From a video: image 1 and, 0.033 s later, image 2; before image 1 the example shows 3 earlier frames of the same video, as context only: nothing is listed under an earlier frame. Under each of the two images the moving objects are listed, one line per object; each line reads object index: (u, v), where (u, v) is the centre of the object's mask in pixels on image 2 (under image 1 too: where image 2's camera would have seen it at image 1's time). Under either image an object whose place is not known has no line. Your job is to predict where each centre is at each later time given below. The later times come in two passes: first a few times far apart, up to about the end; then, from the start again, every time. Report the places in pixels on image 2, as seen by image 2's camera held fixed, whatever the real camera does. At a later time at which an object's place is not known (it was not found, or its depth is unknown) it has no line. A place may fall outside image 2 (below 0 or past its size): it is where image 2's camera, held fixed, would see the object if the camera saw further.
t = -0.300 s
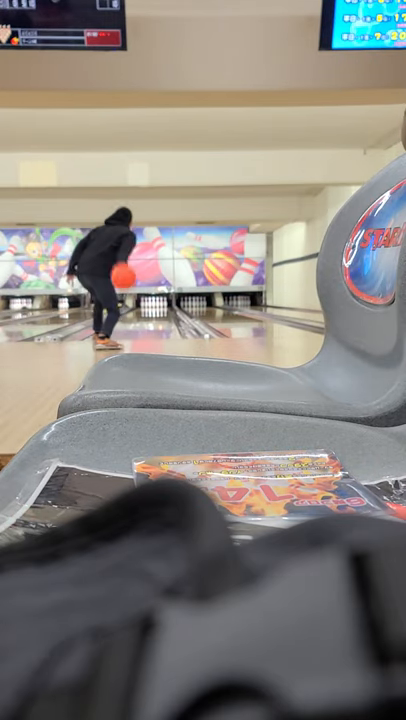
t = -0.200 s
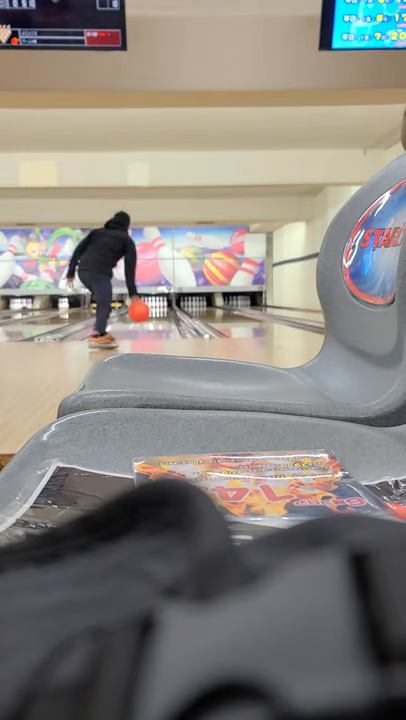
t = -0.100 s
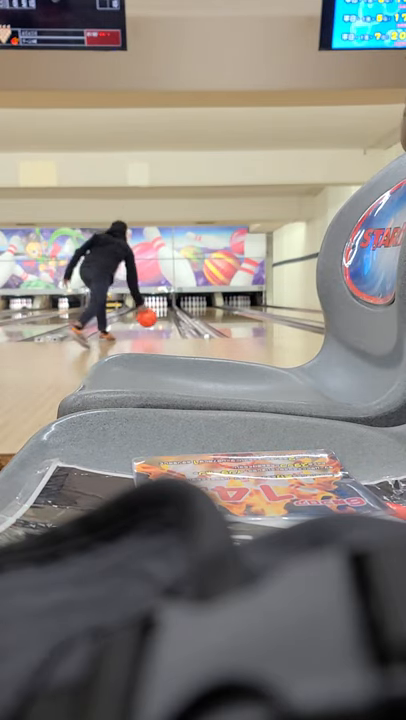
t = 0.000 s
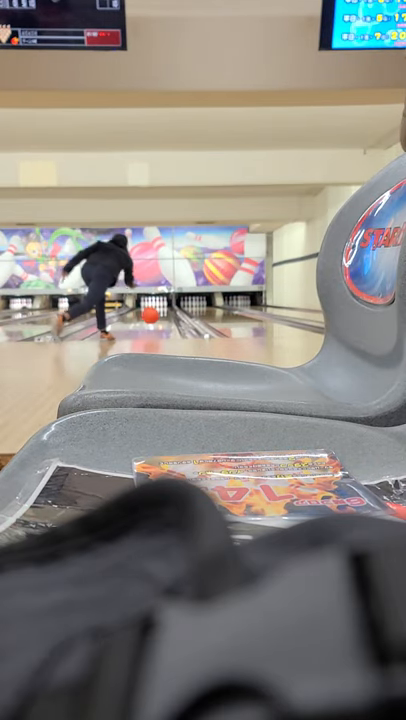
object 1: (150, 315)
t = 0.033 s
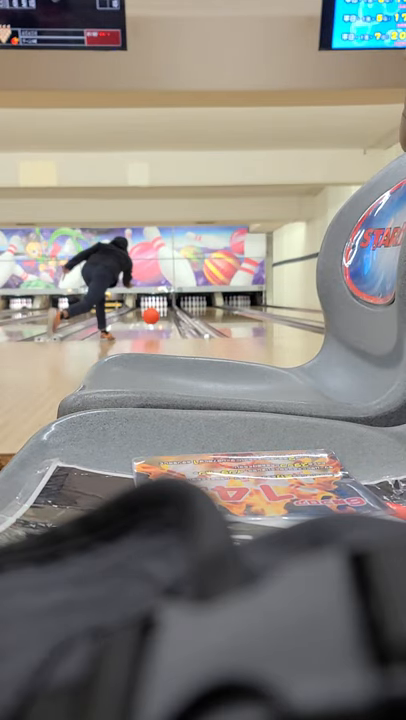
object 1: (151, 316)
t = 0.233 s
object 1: (155, 319)
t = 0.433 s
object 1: (158, 315)
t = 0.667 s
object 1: (160, 313)
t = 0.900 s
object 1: (161, 311)
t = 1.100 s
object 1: (162, 309)
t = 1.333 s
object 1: (163, 307)
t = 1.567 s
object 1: (163, 306)
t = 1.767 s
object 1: (164, 306)
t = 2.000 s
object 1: (164, 305)
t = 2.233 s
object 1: (164, 304)
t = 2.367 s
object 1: (169, 304)
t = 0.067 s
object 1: (151, 317)
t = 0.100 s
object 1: (152, 320)
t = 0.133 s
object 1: (153, 320)
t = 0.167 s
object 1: (153, 319)
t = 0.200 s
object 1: (154, 319)
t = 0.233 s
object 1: (155, 319)
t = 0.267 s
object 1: (156, 318)
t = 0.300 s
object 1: (157, 317)
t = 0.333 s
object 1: (157, 317)
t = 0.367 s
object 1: (157, 316)
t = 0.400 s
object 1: (158, 315)
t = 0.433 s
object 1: (158, 315)
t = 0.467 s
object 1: (159, 315)
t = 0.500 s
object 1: (159, 315)
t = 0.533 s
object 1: (159, 315)
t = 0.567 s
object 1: (159, 315)
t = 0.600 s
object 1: (160, 313)
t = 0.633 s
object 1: (160, 313)
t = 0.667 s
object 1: (160, 313)
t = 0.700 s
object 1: (160, 312)
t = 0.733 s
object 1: (160, 312)
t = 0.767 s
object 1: (160, 312)
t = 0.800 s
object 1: (160, 312)
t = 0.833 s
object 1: (160, 311)
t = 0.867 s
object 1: (160, 311)
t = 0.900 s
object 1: (161, 311)
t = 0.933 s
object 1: (161, 311)
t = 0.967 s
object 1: (161, 310)
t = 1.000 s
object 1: (161, 310)
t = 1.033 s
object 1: (161, 310)
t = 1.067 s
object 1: (162, 310)
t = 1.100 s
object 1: (162, 309)
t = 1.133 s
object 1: (162, 309)
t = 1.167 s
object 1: (162, 309)
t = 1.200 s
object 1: (162, 309)
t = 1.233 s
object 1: (162, 308)
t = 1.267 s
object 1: (162, 308)
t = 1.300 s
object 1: (162, 308)
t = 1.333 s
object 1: (163, 307)
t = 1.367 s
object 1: (163, 307)
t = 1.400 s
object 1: (163, 307)
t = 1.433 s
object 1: (163, 307)
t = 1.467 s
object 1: (163, 307)
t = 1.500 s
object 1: (163, 307)
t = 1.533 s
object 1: (163, 306)
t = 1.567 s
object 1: (163, 306)
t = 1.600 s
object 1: (163, 306)
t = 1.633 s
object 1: (163, 306)
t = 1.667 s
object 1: (163, 306)
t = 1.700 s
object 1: (164, 306)
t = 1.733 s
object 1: (164, 306)
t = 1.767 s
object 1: (164, 306)
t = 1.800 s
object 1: (164, 306)
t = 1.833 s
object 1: (164, 306)
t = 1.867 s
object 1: (164, 306)
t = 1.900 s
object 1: (164, 306)
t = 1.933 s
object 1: (164, 305)
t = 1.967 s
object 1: (164, 305)
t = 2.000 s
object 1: (164, 305)
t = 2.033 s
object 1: (164, 305)
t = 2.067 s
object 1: (164, 305)
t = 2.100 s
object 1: (164, 305)
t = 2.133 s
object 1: (164, 305)
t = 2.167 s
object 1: (165, 304)
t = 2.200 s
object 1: (164, 304)
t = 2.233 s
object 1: (164, 304)
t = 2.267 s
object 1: (164, 304)
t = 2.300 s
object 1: (165, 303)
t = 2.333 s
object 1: (166, 303)
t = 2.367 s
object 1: (169, 304)
